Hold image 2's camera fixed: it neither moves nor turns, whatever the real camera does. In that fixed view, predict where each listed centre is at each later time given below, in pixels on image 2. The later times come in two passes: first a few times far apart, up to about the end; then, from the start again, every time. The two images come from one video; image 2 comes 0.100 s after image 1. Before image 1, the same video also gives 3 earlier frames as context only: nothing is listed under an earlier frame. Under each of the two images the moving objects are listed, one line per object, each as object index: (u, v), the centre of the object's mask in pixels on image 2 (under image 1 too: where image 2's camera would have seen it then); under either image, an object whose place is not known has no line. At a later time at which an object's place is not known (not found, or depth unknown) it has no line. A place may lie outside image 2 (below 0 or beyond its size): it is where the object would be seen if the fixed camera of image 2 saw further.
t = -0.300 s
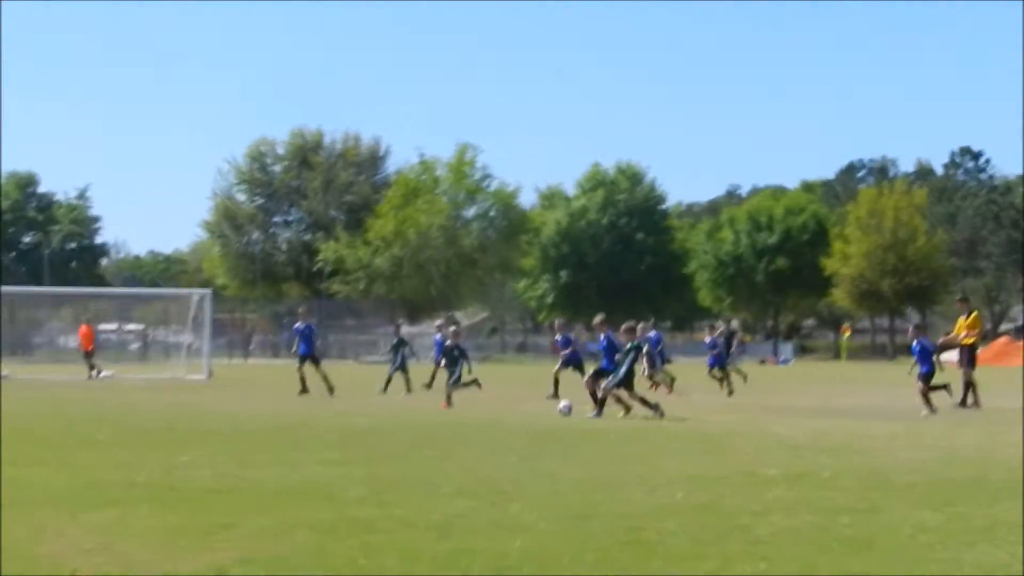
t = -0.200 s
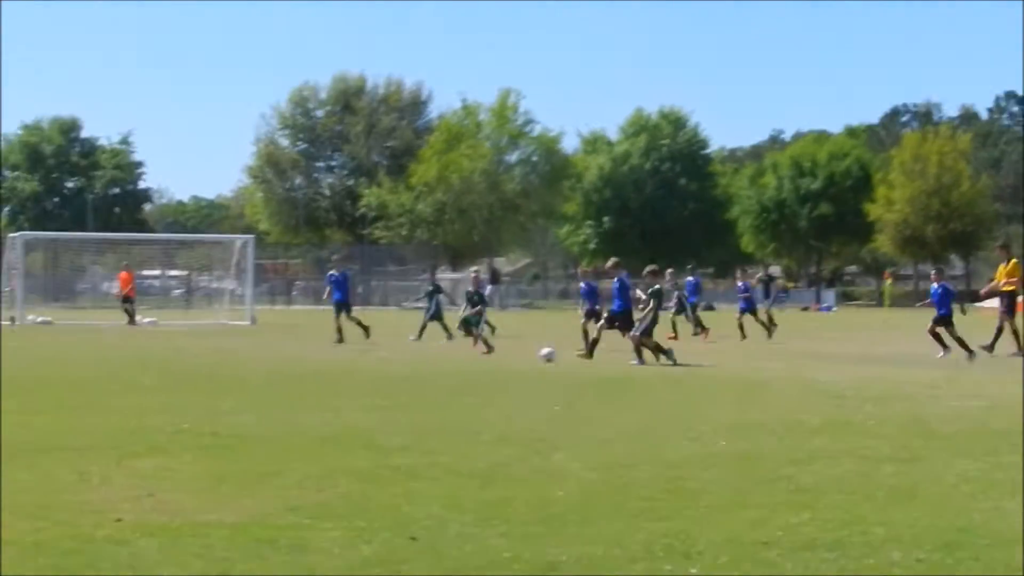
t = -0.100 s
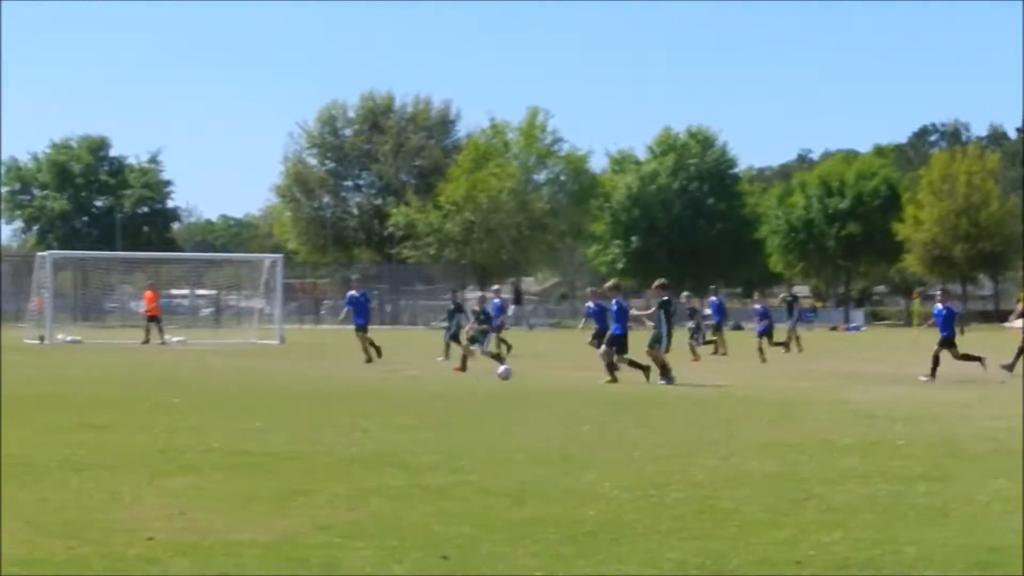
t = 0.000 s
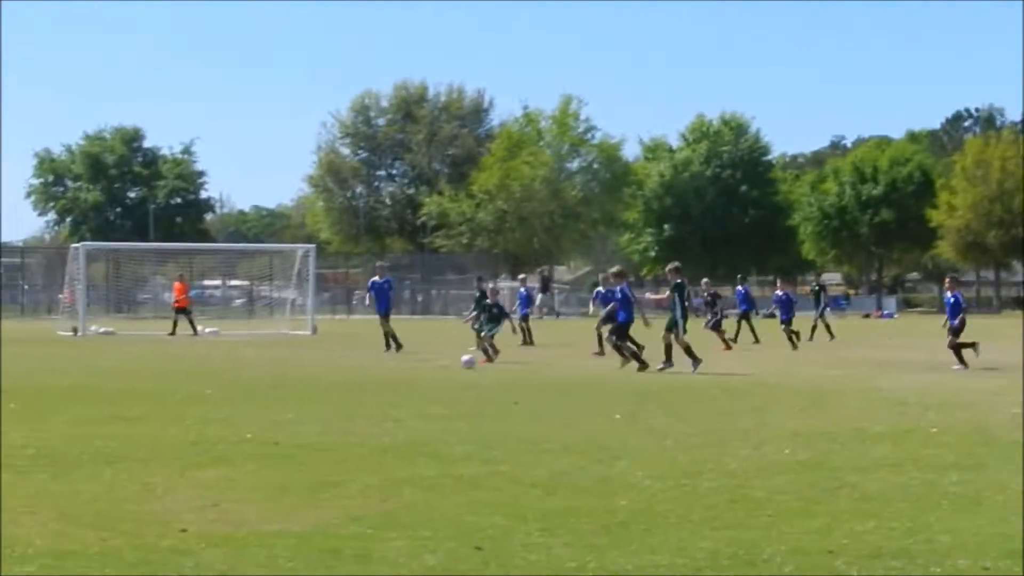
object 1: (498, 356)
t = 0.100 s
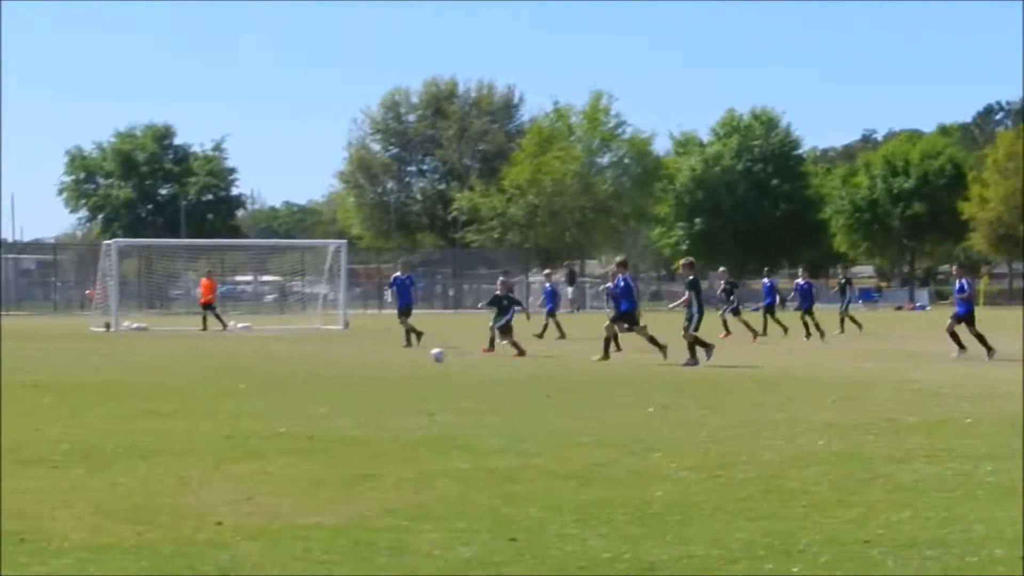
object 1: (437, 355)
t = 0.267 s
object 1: (350, 355)
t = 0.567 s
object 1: (215, 350)
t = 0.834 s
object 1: (101, 351)
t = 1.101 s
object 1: (-10, 353)
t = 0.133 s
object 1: (418, 355)
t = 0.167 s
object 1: (402, 354)
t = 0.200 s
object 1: (384, 352)
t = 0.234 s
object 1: (367, 353)
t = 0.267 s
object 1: (350, 355)
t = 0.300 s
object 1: (333, 355)
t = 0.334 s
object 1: (318, 354)
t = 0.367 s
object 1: (303, 352)
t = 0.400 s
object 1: (288, 352)
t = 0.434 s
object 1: (274, 352)
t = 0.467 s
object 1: (259, 354)
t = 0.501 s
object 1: (244, 354)
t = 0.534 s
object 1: (230, 352)
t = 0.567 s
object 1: (215, 350)
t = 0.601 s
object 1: (200, 349)
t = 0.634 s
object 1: (186, 349)
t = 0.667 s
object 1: (172, 350)
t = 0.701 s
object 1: (157, 351)
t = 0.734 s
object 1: (143, 353)
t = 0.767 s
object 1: (129, 354)
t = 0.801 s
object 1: (115, 352)
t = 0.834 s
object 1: (101, 351)
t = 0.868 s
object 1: (87, 352)
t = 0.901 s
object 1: (73, 354)
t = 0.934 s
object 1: (59, 353)
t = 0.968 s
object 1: (45, 353)
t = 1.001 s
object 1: (32, 353)
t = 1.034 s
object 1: (18, 353)
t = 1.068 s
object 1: (4, 353)
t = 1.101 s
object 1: (-10, 353)
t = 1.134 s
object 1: (-23, 353)
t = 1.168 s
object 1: (-36, 353)
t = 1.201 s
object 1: (-50, 354)
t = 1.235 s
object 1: (-63, 352)
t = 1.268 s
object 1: (-76, 352)
